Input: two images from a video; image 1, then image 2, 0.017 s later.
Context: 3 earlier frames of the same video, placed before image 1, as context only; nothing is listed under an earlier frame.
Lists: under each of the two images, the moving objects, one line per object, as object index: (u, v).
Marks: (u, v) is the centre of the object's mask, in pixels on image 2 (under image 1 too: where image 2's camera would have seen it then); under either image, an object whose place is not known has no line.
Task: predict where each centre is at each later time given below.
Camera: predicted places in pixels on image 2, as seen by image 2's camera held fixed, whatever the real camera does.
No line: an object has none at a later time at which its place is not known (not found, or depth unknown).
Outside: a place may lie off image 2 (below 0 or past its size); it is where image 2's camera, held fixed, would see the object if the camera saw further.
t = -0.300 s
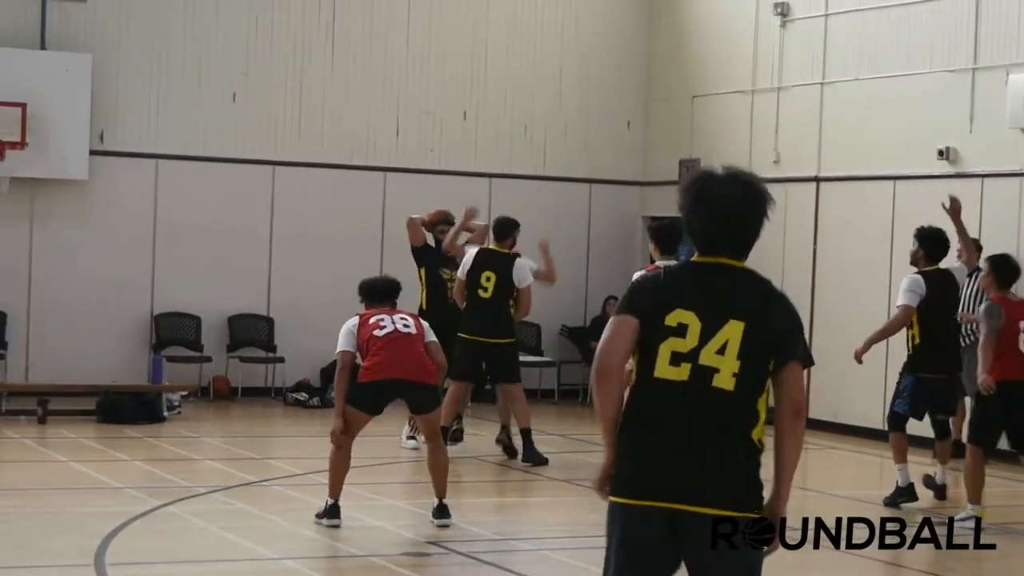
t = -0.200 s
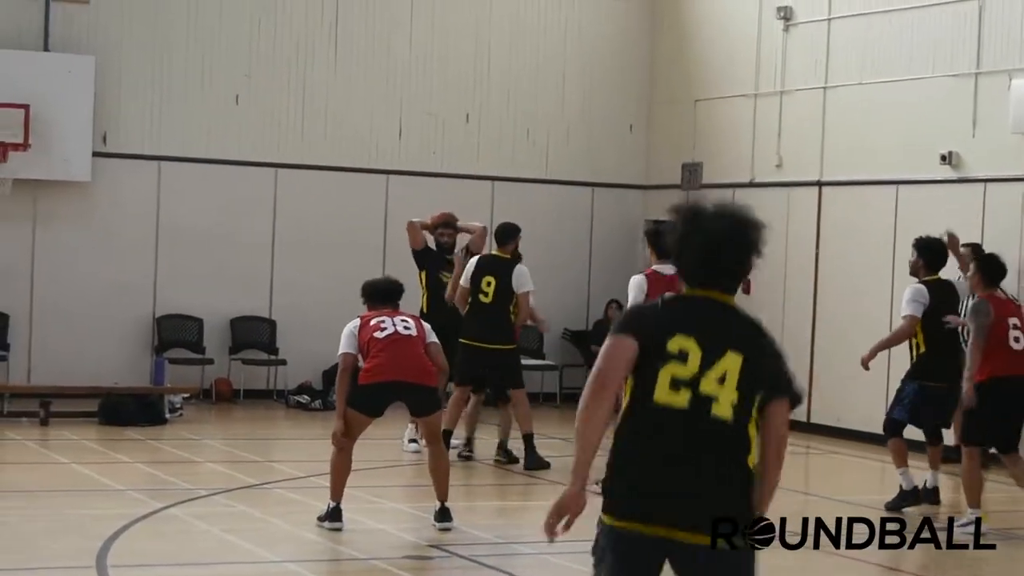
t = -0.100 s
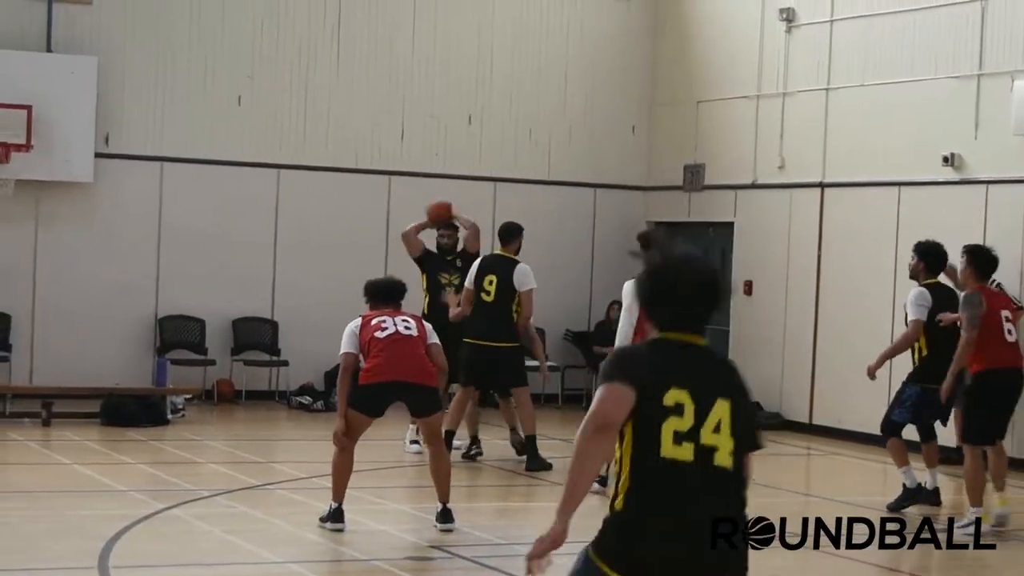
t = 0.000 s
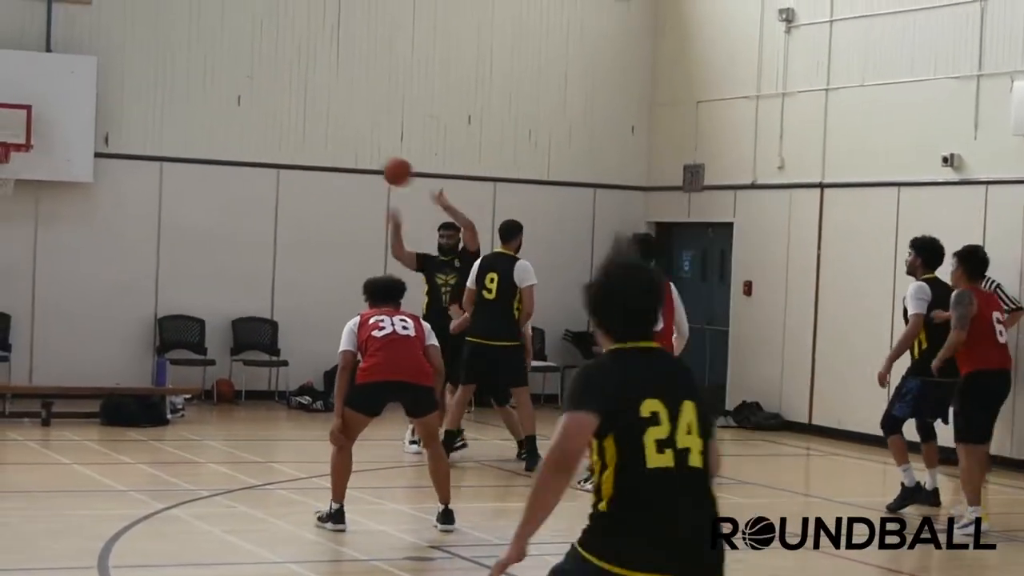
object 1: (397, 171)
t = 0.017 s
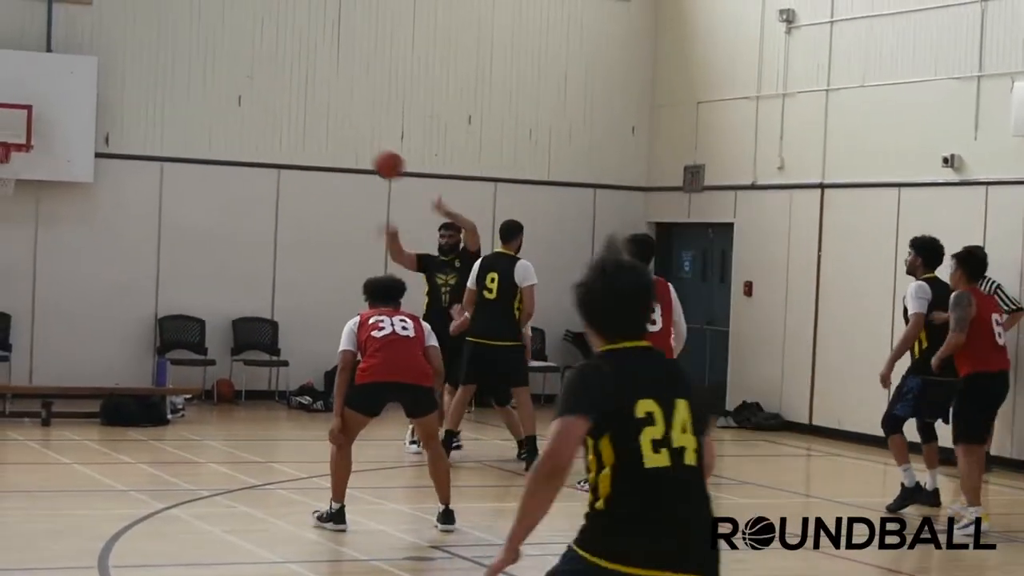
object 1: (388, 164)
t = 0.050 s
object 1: (369, 152)
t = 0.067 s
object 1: (360, 146)
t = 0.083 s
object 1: (350, 140)
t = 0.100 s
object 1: (340, 134)
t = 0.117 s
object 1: (330, 129)
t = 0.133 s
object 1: (319, 123)
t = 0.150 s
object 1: (308, 119)
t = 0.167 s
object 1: (298, 114)
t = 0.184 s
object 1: (288, 110)
